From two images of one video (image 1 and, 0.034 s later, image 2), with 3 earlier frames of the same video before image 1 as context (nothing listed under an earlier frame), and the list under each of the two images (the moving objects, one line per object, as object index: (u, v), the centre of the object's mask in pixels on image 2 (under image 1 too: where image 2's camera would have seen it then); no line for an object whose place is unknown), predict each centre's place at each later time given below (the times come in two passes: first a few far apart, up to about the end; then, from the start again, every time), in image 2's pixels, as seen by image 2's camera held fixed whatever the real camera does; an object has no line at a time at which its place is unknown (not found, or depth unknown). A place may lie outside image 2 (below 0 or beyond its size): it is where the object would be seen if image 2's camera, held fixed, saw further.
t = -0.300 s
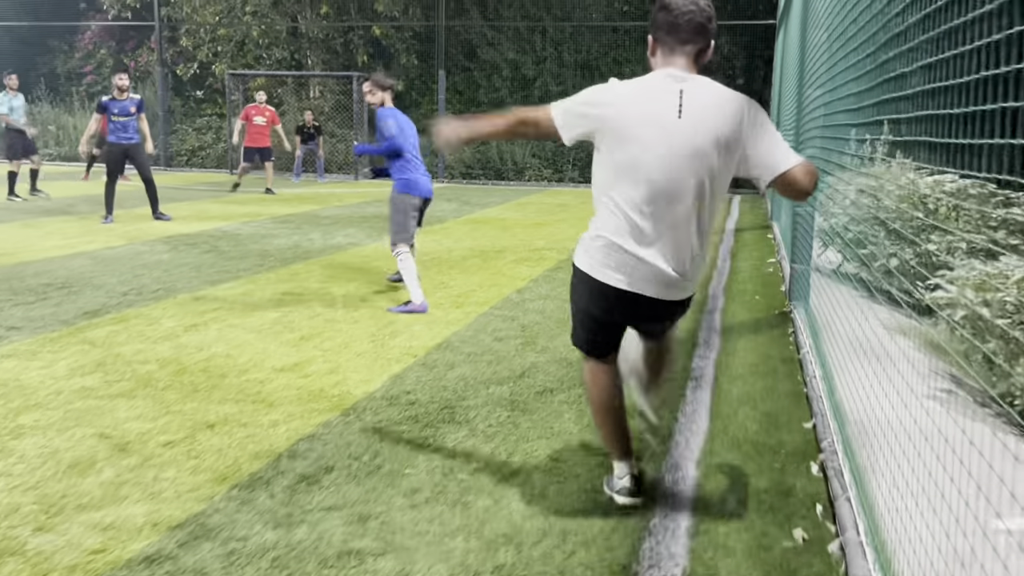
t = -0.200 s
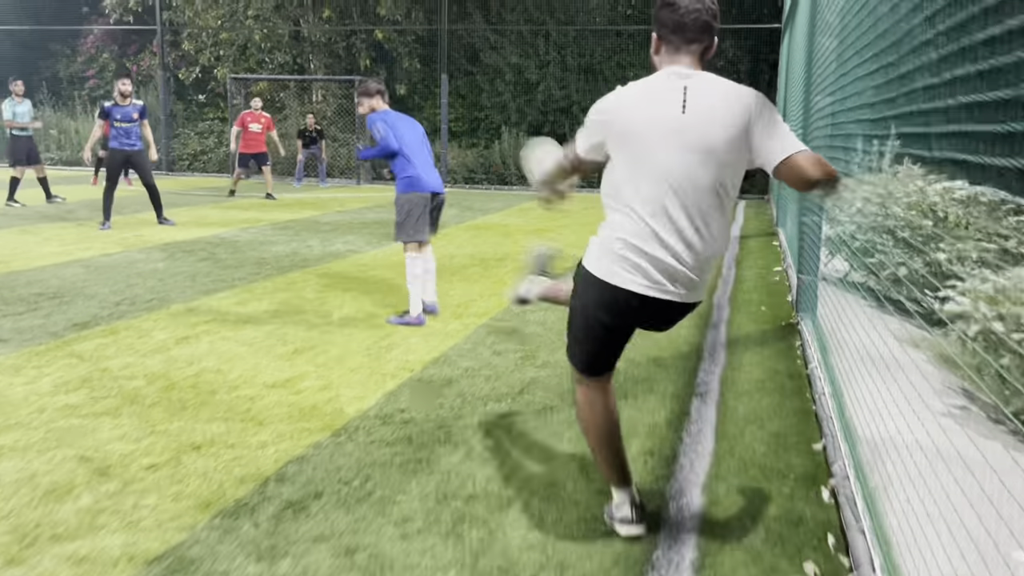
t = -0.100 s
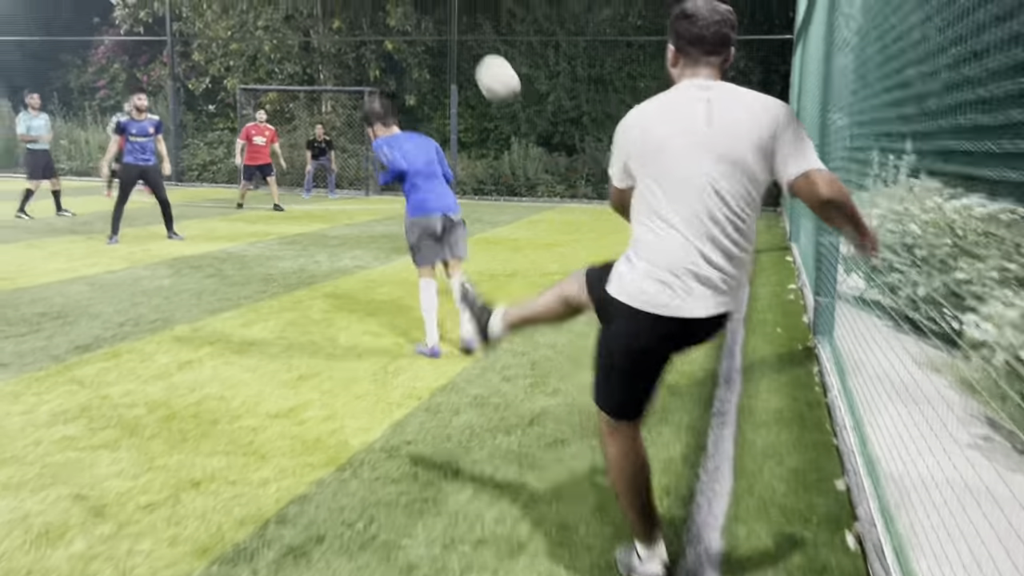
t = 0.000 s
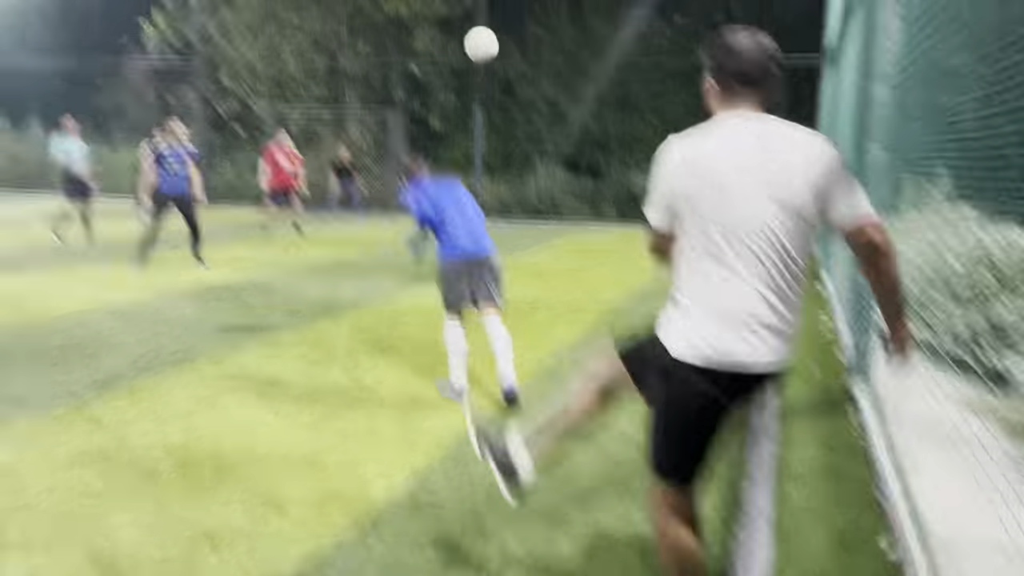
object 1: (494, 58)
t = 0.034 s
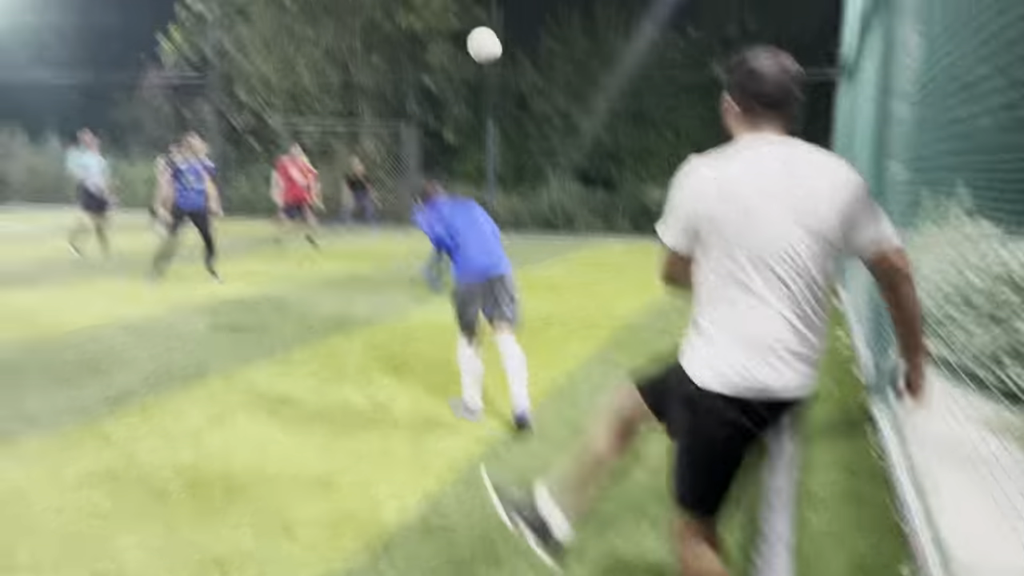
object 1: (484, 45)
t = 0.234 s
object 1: (433, 10)
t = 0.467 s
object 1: (392, 16)
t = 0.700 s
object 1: (362, 45)
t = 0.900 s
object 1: (342, 83)
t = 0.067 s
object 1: (473, 35)
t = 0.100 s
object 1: (463, 24)
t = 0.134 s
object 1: (455, 19)
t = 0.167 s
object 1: (447, 15)
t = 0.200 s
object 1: (440, 12)
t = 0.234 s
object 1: (433, 10)
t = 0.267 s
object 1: (426, 9)
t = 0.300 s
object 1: (420, 9)
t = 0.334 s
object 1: (414, 8)
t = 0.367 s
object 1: (408, 10)
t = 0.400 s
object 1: (402, 11)
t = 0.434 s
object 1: (397, 13)
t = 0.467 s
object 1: (392, 16)
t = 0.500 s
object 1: (387, 19)
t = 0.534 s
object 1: (383, 22)
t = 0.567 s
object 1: (378, 25)
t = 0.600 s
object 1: (374, 30)
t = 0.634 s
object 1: (370, 35)
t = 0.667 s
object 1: (366, 40)
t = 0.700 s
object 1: (362, 45)
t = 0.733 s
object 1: (359, 50)
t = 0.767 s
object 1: (355, 57)
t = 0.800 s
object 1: (352, 63)
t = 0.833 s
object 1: (349, 70)
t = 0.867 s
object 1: (346, 76)
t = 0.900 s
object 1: (342, 83)
